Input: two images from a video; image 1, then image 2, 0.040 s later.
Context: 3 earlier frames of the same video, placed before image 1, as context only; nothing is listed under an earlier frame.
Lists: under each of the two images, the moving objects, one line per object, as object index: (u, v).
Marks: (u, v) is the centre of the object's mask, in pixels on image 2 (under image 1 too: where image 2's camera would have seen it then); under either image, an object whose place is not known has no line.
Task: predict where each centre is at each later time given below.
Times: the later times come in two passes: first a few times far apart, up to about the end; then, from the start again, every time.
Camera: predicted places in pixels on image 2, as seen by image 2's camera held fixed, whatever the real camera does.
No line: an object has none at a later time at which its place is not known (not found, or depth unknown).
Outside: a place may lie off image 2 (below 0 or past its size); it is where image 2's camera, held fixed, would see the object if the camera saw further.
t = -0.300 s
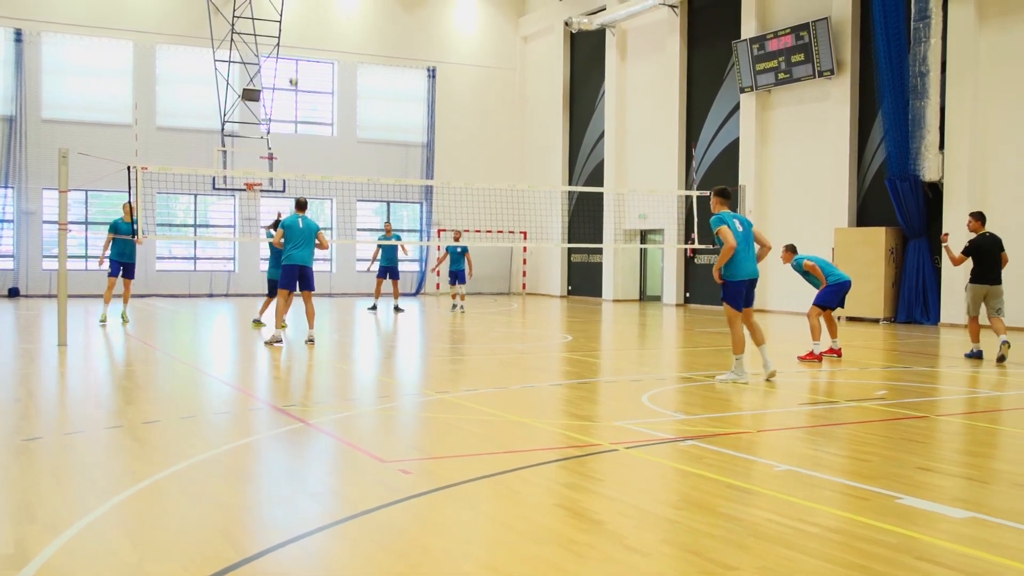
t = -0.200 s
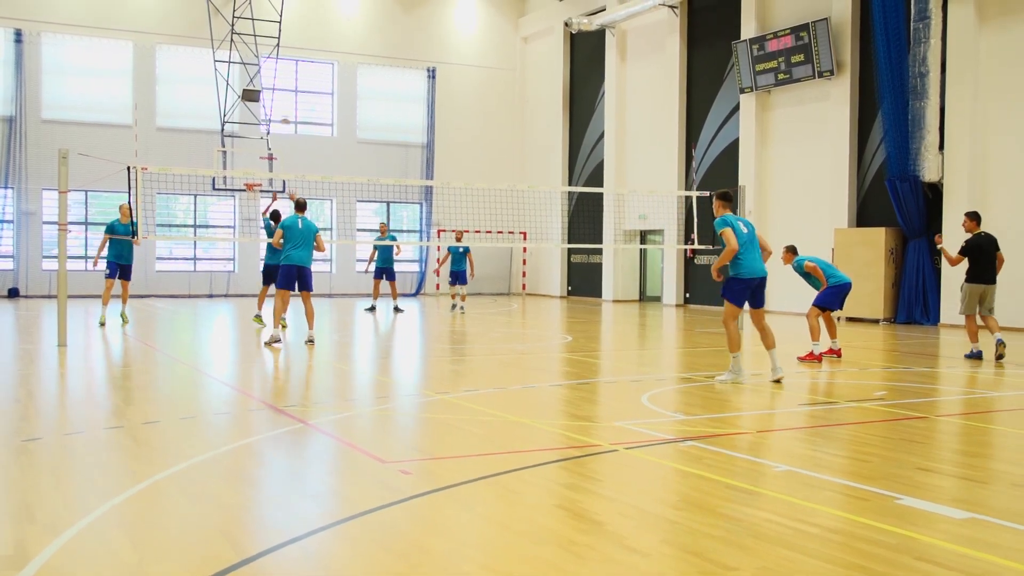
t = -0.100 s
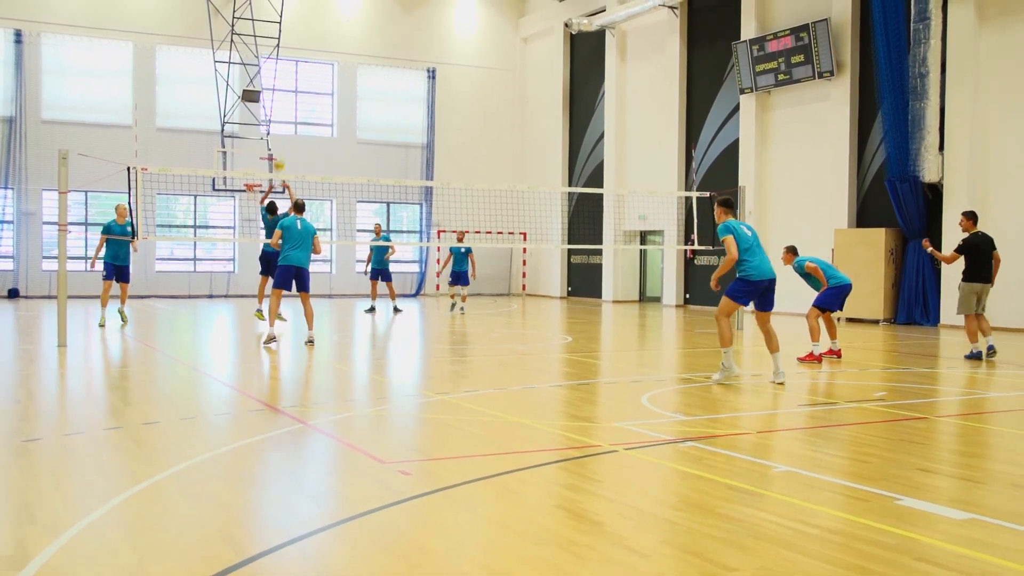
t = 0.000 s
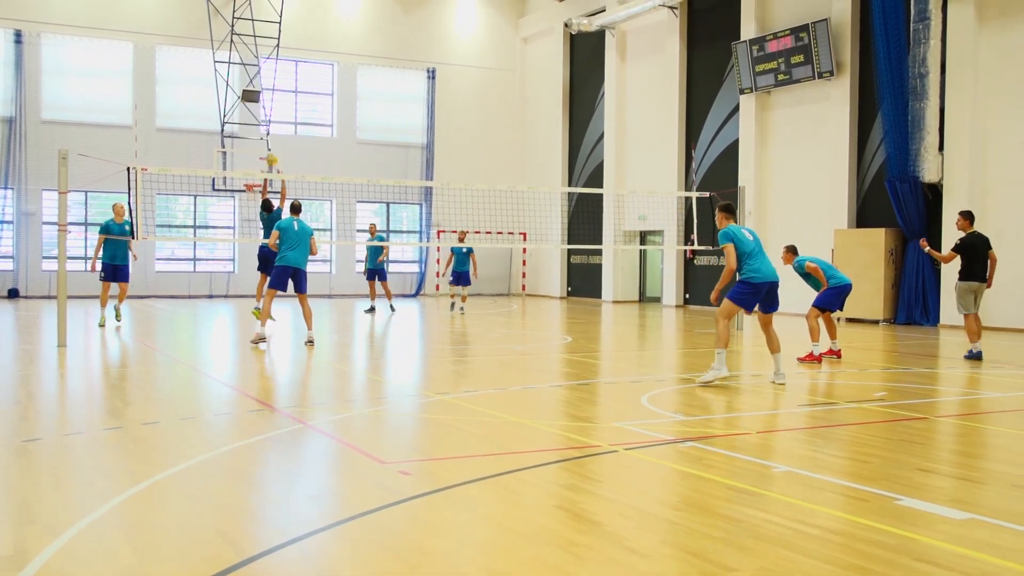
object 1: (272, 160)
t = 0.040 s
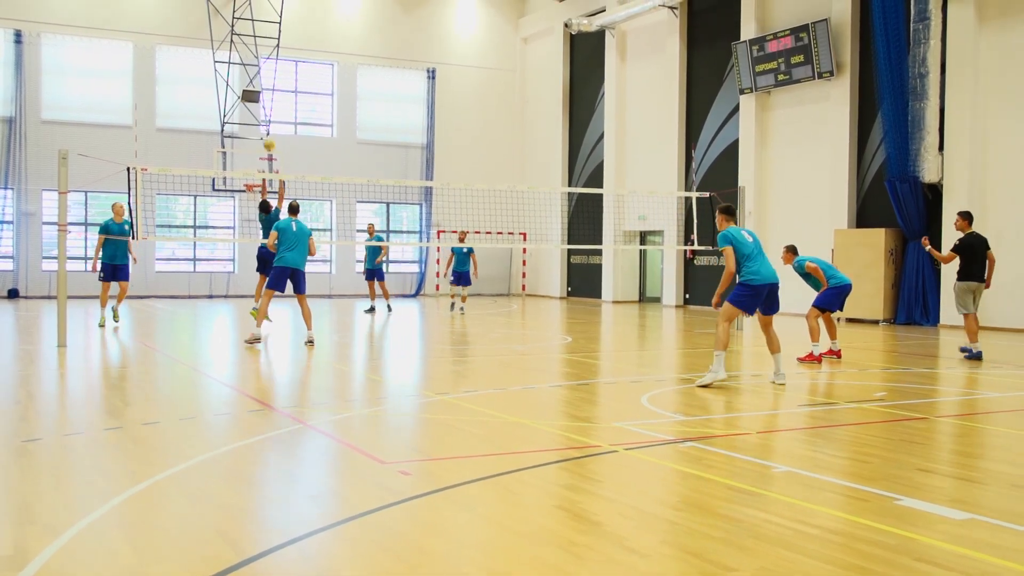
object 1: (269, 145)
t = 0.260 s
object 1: (254, 76)
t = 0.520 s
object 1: (235, 32)
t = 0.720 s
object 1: (220, 27)
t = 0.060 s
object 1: (268, 138)
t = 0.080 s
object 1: (266, 131)
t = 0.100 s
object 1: (265, 123)
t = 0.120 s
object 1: (263, 118)
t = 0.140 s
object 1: (261, 110)
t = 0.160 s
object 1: (260, 103)
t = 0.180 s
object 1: (258, 97)
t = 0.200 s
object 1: (257, 92)
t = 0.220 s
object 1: (256, 87)
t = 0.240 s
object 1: (255, 81)
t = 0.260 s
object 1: (254, 76)
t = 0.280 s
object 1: (253, 70)
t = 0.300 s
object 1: (251, 66)
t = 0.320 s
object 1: (250, 62)
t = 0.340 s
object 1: (248, 58)
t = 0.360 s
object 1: (247, 54)
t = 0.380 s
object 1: (245, 51)
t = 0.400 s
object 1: (244, 47)
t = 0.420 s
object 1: (243, 44)
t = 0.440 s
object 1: (241, 41)
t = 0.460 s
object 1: (239, 39)
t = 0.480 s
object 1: (238, 37)
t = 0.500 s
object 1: (237, 34)
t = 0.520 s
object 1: (235, 32)
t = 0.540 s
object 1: (234, 31)
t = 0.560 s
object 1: (232, 29)
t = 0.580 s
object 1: (231, 28)
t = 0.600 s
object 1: (229, 27)
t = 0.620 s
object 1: (228, 26)
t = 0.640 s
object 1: (227, 26)
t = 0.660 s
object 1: (225, 26)
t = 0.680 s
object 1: (224, 26)
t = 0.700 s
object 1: (222, 27)
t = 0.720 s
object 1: (220, 27)
